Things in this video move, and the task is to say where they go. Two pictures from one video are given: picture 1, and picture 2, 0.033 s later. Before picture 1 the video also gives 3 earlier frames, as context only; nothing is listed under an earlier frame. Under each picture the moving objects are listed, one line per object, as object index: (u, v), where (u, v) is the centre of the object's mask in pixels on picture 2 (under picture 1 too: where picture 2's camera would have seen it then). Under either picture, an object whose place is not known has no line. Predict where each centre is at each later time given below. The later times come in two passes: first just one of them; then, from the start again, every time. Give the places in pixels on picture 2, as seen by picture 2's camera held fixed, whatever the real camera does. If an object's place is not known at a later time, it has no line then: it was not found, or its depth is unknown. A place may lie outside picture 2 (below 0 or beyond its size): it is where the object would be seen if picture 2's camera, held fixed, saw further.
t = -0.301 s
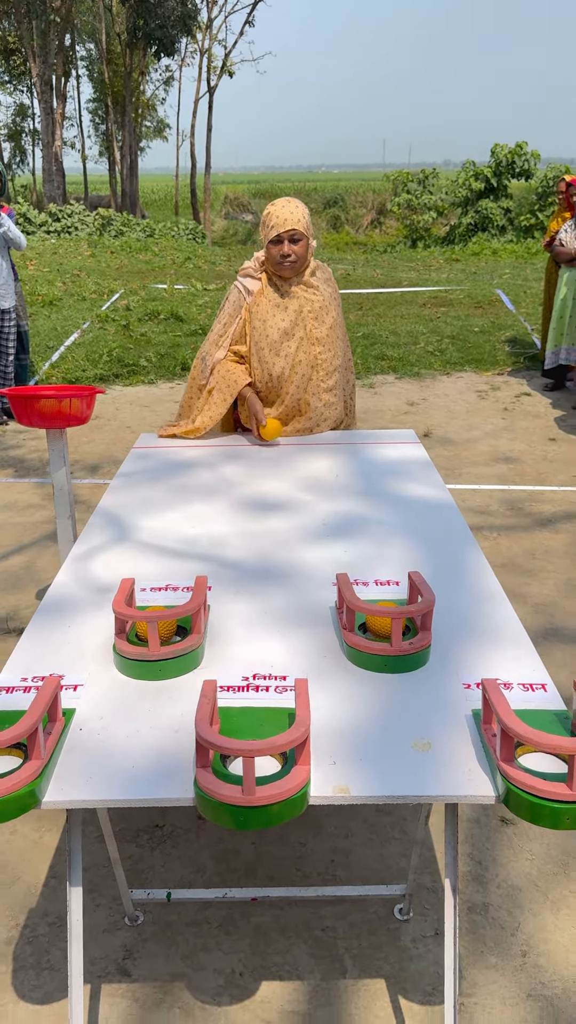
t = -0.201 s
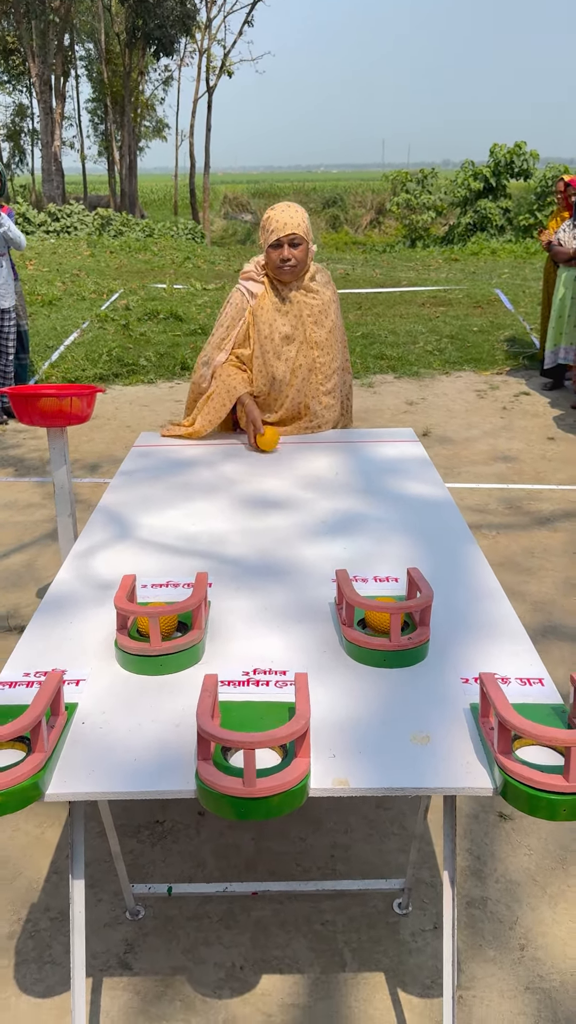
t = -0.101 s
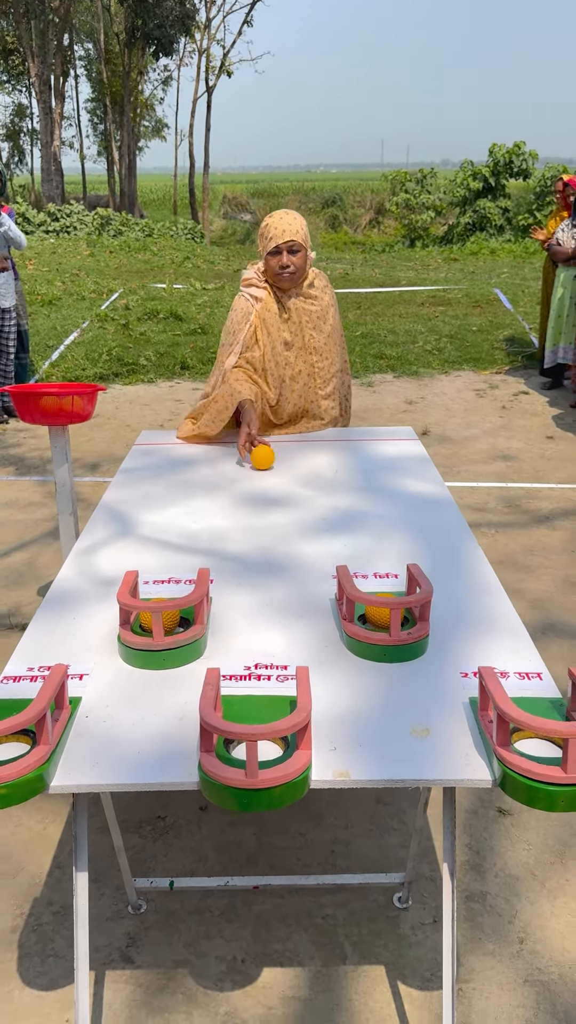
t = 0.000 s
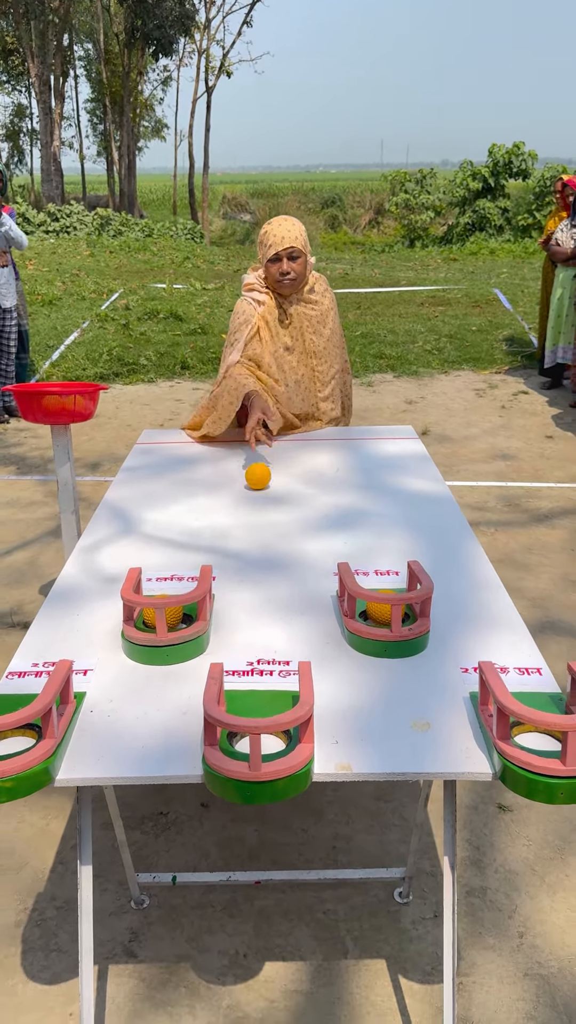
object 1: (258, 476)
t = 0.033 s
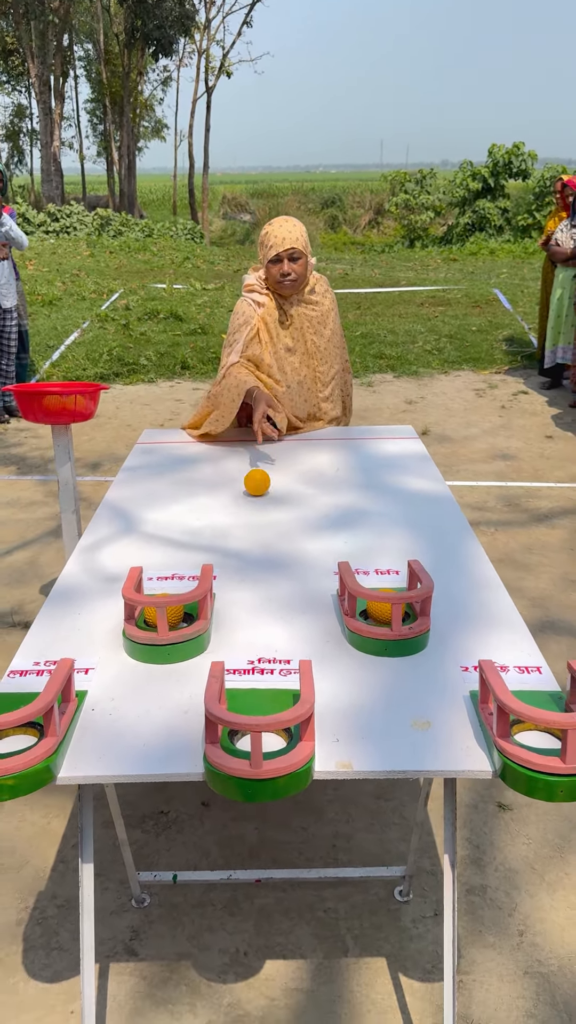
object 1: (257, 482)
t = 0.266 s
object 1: (245, 535)
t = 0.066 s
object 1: (255, 489)
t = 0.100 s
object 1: (254, 496)
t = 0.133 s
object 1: (252, 503)
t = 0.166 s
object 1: (251, 510)
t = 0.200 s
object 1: (249, 518)
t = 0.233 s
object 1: (247, 527)
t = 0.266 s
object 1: (245, 535)
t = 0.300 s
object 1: (243, 545)
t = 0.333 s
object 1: (241, 554)
